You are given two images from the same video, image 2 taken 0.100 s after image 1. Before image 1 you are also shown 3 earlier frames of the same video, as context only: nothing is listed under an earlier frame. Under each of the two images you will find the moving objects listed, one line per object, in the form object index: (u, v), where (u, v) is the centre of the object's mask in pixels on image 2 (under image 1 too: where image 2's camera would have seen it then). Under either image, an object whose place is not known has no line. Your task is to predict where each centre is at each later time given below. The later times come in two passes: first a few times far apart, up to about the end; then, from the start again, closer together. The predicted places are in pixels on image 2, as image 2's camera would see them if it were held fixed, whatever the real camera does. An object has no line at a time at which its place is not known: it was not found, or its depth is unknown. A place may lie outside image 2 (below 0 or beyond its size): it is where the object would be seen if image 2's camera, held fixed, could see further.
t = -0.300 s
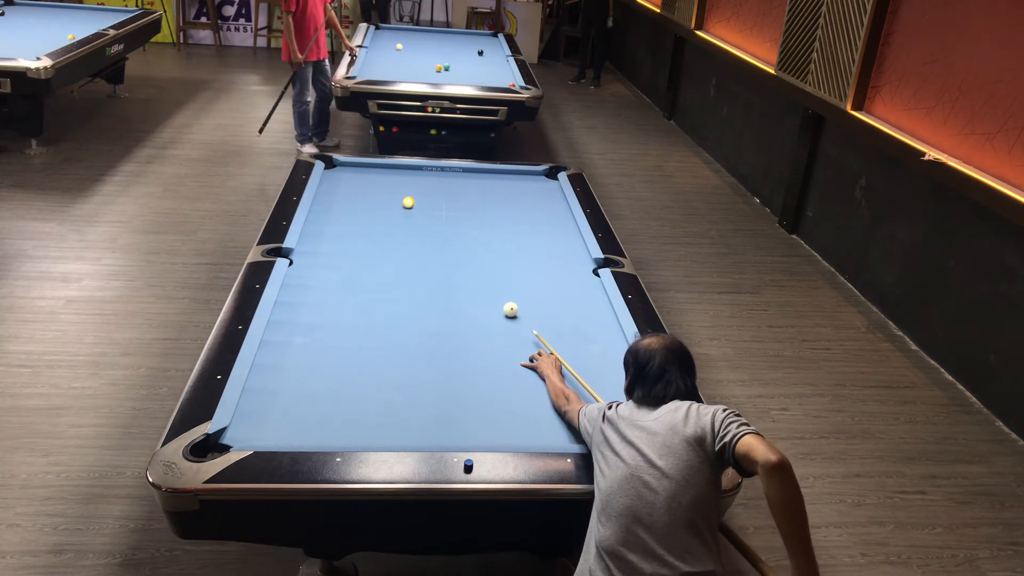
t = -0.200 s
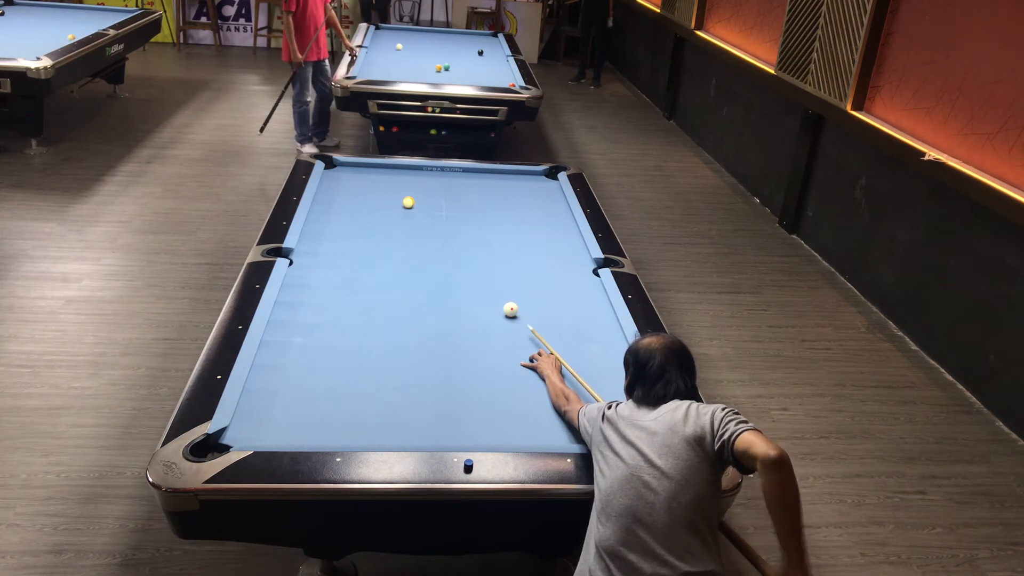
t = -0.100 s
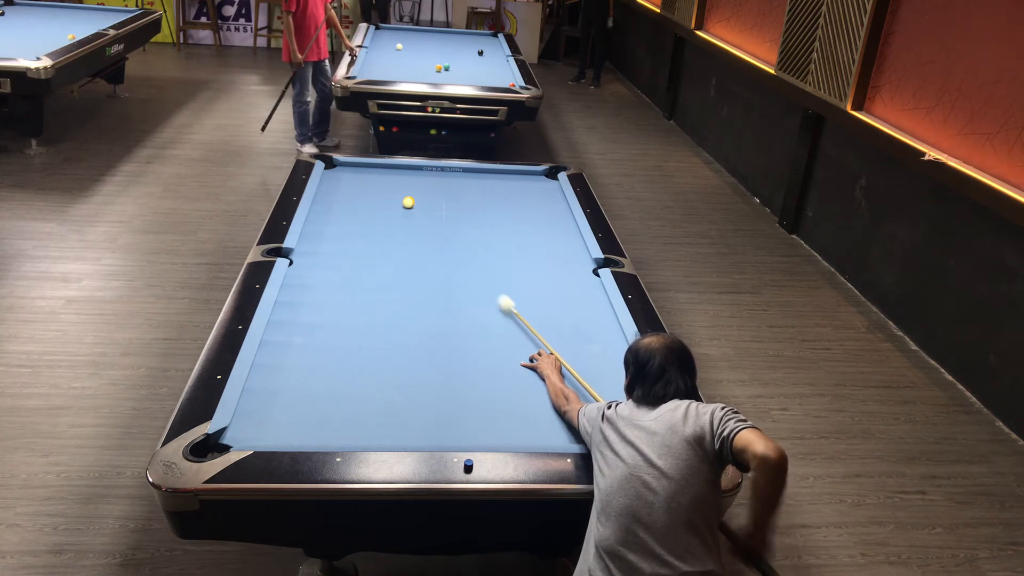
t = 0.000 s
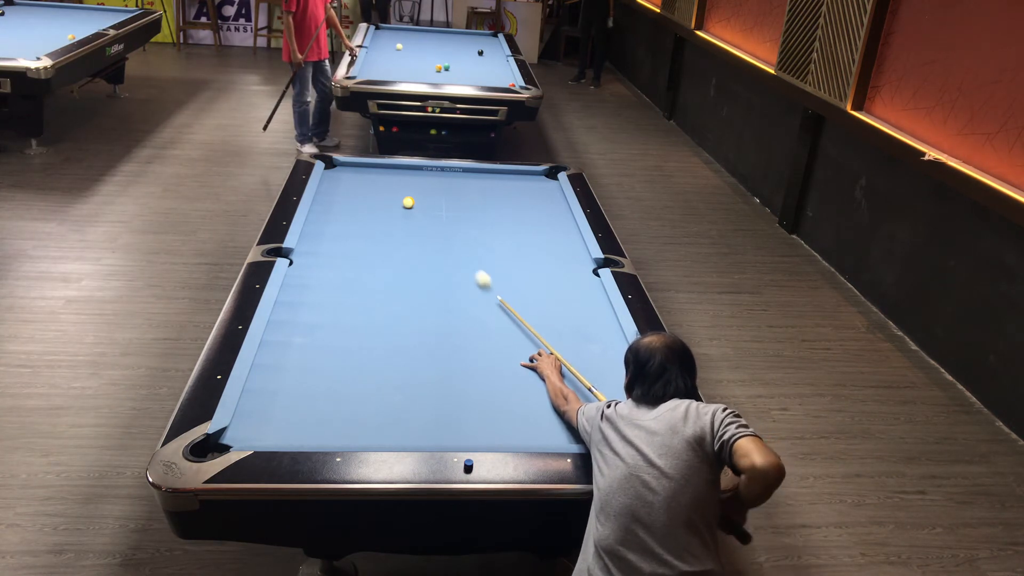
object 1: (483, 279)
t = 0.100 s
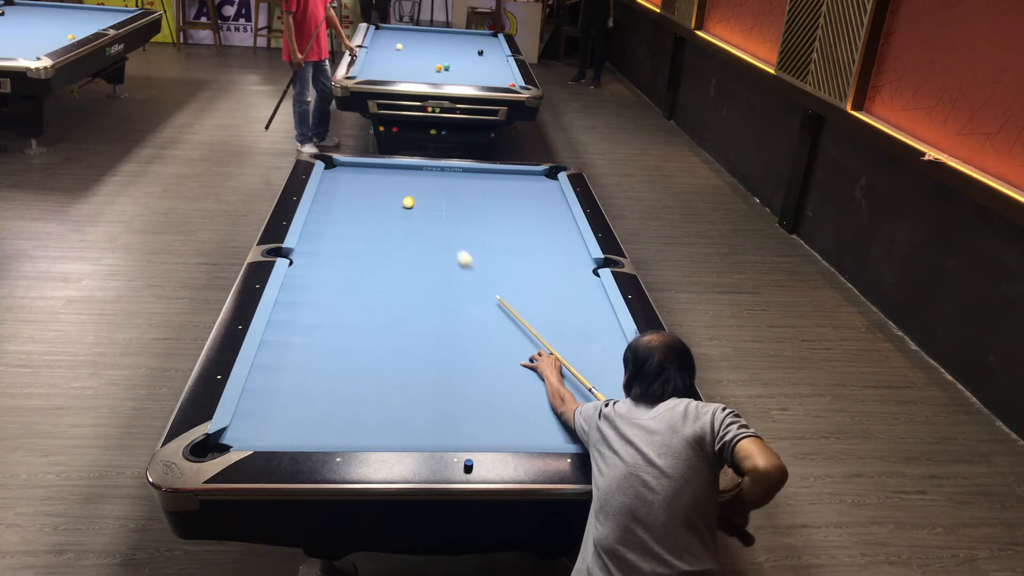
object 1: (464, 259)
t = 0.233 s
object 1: (444, 236)
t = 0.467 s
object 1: (418, 205)
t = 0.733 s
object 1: (433, 193)
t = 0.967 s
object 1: (442, 182)
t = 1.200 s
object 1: (449, 172)
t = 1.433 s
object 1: (456, 173)
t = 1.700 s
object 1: (463, 180)
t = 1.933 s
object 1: (469, 185)
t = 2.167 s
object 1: (475, 190)
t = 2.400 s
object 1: (482, 195)
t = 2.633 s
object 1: (488, 199)
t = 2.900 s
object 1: (494, 205)
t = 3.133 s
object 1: (500, 209)
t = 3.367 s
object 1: (505, 213)
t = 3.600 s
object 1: (510, 217)
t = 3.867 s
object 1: (515, 221)
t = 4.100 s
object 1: (519, 224)
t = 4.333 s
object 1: (523, 227)
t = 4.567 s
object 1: (526, 230)
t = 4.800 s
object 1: (529, 232)
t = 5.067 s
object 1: (531, 234)
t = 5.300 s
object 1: (534, 236)
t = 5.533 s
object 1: (536, 237)
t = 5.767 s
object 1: (537, 238)
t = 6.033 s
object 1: (538, 239)
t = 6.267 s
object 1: (539, 239)
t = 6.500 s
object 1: (539, 239)
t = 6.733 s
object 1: (539, 239)
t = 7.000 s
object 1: (539, 239)
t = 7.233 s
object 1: (539, 239)
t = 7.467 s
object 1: (539, 239)
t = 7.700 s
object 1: (539, 239)
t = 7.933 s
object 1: (539, 239)
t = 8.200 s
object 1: (539, 239)
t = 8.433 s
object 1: (539, 239)
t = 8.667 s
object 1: (539, 239)
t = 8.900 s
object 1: (539, 239)
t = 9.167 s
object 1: (539, 239)
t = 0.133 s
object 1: (459, 253)
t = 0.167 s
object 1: (454, 247)
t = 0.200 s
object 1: (449, 242)
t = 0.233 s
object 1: (444, 236)
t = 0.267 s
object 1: (439, 231)
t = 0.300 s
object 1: (434, 226)
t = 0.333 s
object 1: (430, 221)
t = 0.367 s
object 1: (425, 216)
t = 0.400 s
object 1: (421, 211)
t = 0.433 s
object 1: (417, 207)
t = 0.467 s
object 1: (418, 205)
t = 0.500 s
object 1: (421, 204)
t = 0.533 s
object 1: (424, 203)
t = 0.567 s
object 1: (426, 201)
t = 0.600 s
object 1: (428, 199)
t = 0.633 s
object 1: (429, 198)
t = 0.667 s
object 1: (431, 196)
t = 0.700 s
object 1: (432, 194)
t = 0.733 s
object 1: (433, 193)
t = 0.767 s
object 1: (435, 191)
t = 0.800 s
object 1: (436, 189)
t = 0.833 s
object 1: (437, 188)
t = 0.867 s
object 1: (438, 186)
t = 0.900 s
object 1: (439, 185)
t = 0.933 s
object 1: (440, 183)
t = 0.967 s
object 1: (442, 182)
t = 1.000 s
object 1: (443, 180)
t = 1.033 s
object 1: (444, 179)
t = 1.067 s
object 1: (445, 177)
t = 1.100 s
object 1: (446, 176)
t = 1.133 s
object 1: (447, 174)
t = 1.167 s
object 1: (448, 173)
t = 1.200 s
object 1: (449, 172)
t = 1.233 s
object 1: (450, 170)
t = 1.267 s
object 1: (451, 169)
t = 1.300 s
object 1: (452, 170)
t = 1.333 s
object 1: (453, 171)
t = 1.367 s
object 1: (454, 172)
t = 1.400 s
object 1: (455, 173)
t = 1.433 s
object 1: (456, 173)
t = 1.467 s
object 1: (457, 174)
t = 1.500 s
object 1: (458, 175)
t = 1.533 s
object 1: (459, 176)
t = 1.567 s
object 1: (460, 177)
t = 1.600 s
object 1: (460, 177)
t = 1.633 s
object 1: (461, 178)
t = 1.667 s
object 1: (462, 179)
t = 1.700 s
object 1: (463, 180)
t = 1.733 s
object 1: (464, 180)
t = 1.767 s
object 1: (465, 181)
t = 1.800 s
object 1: (466, 182)
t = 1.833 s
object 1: (467, 183)
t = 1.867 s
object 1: (467, 183)
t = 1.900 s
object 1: (468, 184)
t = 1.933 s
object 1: (469, 185)
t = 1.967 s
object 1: (470, 185)
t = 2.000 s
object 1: (471, 186)
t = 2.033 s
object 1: (472, 187)
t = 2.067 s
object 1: (473, 188)
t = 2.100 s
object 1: (474, 188)
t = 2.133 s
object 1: (475, 189)
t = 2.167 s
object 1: (475, 190)
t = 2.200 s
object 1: (476, 191)
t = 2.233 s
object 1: (477, 191)
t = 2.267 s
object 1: (478, 192)
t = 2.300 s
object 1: (479, 193)
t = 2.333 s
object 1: (480, 193)
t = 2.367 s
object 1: (481, 194)
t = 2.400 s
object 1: (482, 195)
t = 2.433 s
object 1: (482, 195)
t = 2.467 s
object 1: (483, 196)
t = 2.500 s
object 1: (484, 197)
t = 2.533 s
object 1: (485, 197)
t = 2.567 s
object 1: (486, 198)
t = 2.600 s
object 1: (487, 199)
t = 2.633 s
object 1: (488, 199)
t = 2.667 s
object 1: (488, 200)
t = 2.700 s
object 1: (489, 201)
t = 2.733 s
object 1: (490, 201)
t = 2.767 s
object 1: (491, 202)
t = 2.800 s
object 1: (492, 203)
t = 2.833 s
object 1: (493, 203)
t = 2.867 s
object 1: (494, 204)
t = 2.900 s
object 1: (494, 205)
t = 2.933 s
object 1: (495, 205)
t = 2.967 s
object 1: (496, 206)
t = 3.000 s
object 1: (497, 207)
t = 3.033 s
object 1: (498, 207)
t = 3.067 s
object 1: (498, 208)
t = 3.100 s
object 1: (499, 208)
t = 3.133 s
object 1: (500, 209)
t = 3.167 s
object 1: (501, 209)
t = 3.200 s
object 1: (502, 210)
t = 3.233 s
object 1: (502, 211)
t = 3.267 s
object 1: (503, 211)
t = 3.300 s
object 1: (504, 212)
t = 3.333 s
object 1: (504, 212)
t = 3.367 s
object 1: (505, 213)
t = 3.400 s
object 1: (506, 214)
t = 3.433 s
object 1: (507, 214)
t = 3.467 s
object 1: (507, 215)
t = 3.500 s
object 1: (508, 215)
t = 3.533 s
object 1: (509, 216)
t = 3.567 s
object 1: (509, 216)
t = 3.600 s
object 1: (510, 217)
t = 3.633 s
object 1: (511, 217)
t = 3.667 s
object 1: (512, 218)
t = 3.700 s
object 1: (512, 218)
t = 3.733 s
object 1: (513, 219)
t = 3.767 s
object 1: (513, 220)
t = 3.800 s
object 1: (514, 220)
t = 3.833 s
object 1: (514, 221)
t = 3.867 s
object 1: (515, 221)
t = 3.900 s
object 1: (516, 222)
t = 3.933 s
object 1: (516, 222)
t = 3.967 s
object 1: (517, 222)
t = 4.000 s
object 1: (517, 223)
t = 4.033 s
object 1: (518, 223)
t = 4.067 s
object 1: (519, 224)
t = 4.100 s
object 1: (519, 224)
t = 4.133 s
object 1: (520, 225)
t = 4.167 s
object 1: (520, 225)
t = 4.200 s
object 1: (521, 225)
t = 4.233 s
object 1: (521, 226)
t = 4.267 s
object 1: (522, 226)
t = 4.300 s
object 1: (522, 227)
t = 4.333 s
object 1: (523, 227)
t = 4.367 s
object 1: (523, 228)
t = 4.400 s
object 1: (524, 228)
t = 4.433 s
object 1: (524, 228)
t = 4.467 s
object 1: (525, 229)
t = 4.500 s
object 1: (525, 229)
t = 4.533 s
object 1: (525, 229)
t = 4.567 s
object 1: (526, 230)
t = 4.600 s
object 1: (526, 230)
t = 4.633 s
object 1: (527, 230)
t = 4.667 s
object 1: (527, 231)
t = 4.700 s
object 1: (528, 231)
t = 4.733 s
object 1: (528, 232)
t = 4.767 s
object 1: (528, 232)
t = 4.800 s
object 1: (529, 232)
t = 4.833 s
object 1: (529, 232)
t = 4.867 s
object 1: (530, 233)
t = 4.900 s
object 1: (530, 233)
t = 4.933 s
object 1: (530, 233)
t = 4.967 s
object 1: (531, 234)
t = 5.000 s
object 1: (531, 234)
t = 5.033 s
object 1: (531, 234)
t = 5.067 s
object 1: (531, 234)
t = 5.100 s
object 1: (532, 235)
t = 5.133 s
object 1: (532, 235)
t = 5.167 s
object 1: (532, 235)
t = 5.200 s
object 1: (533, 235)
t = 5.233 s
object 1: (533, 235)
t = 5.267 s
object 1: (534, 236)
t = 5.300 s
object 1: (534, 236)
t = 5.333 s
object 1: (534, 236)
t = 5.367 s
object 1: (534, 236)
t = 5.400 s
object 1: (535, 236)
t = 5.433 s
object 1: (535, 237)
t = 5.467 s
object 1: (535, 237)
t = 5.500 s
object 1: (535, 237)
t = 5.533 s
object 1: (536, 237)
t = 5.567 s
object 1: (536, 237)
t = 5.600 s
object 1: (536, 237)
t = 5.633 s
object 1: (536, 237)
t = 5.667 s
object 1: (537, 238)
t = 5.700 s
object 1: (537, 238)
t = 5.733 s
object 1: (537, 238)
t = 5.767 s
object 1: (537, 238)
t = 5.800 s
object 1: (537, 238)
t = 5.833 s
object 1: (537, 238)
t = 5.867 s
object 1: (538, 238)
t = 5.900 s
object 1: (538, 238)
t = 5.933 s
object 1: (538, 238)
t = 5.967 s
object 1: (538, 238)
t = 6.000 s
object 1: (538, 238)
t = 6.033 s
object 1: (538, 239)
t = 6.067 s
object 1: (538, 239)
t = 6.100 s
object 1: (538, 239)
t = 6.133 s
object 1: (538, 239)
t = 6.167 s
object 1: (539, 239)
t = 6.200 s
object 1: (539, 239)
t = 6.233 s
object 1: (539, 239)
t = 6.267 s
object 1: (539, 239)
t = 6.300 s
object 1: (539, 239)
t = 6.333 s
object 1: (539, 239)
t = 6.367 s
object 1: (539, 239)
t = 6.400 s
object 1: (539, 239)
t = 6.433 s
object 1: (539, 239)
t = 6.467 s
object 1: (539, 239)
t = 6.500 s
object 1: (539, 239)
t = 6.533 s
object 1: (539, 239)
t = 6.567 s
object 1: (539, 239)
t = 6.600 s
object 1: (539, 239)
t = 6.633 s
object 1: (539, 239)
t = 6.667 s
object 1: (539, 239)
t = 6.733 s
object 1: (539, 239)
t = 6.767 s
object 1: (539, 239)
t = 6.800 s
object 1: (539, 239)
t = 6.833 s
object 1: (539, 239)
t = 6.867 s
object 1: (539, 239)
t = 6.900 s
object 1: (539, 239)
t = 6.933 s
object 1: (539, 239)
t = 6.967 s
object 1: (539, 239)
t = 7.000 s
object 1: (539, 239)
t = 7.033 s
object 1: (539, 239)
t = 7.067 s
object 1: (539, 239)
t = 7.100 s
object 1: (539, 239)
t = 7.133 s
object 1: (539, 239)
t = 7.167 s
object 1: (539, 239)
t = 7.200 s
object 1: (539, 239)
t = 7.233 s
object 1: (539, 239)
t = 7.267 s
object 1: (539, 239)
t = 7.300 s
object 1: (539, 239)
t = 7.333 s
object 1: (539, 239)
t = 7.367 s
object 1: (539, 239)
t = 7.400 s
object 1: (539, 239)
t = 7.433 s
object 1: (539, 239)
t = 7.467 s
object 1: (539, 239)
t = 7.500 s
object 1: (539, 239)
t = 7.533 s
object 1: (539, 239)
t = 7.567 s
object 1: (539, 239)
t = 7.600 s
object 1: (539, 239)
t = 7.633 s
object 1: (539, 239)
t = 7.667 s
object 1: (539, 239)
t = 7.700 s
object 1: (539, 239)
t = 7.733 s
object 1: (539, 239)
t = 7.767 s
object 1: (539, 239)
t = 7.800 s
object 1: (539, 239)
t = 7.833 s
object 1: (539, 239)
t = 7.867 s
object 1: (539, 239)
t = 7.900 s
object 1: (539, 239)
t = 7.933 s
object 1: (539, 239)
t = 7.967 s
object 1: (539, 239)
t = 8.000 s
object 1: (539, 239)
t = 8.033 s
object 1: (539, 239)
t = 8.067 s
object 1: (539, 239)
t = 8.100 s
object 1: (539, 239)
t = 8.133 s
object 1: (539, 239)
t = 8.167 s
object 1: (539, 239)
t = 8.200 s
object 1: (539, 239)
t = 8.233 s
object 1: (539, 239)
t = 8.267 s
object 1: (539, 239)
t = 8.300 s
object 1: (539, 239)
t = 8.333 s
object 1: (539, 239)
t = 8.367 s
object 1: (539, 239)
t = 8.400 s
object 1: (539, 239)
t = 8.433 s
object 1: (539, 239)
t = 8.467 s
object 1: (539, 239)
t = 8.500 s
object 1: (539, 239)
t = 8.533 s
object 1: (539, 239)
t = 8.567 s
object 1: (539, 239)
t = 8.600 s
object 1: (539, 239)
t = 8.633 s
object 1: (539, 239)
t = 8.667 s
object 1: (539, 239)
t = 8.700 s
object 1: (539, 239)
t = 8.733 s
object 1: (539, 239)
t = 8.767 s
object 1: (539, 239)
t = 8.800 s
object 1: (539, 239)
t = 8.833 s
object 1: (539, 239)
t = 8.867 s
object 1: (539, 239)
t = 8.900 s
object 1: (539, 239)
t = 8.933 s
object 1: (539, 239)
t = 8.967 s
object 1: (539, 239)
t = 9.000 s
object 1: (539, 239)
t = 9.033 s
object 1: (539, 239)
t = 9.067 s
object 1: (539, 239)
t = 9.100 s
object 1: (539, 239)
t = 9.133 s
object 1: (539, 239)
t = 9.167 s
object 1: (539, 239)
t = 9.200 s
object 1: (539, 239)
